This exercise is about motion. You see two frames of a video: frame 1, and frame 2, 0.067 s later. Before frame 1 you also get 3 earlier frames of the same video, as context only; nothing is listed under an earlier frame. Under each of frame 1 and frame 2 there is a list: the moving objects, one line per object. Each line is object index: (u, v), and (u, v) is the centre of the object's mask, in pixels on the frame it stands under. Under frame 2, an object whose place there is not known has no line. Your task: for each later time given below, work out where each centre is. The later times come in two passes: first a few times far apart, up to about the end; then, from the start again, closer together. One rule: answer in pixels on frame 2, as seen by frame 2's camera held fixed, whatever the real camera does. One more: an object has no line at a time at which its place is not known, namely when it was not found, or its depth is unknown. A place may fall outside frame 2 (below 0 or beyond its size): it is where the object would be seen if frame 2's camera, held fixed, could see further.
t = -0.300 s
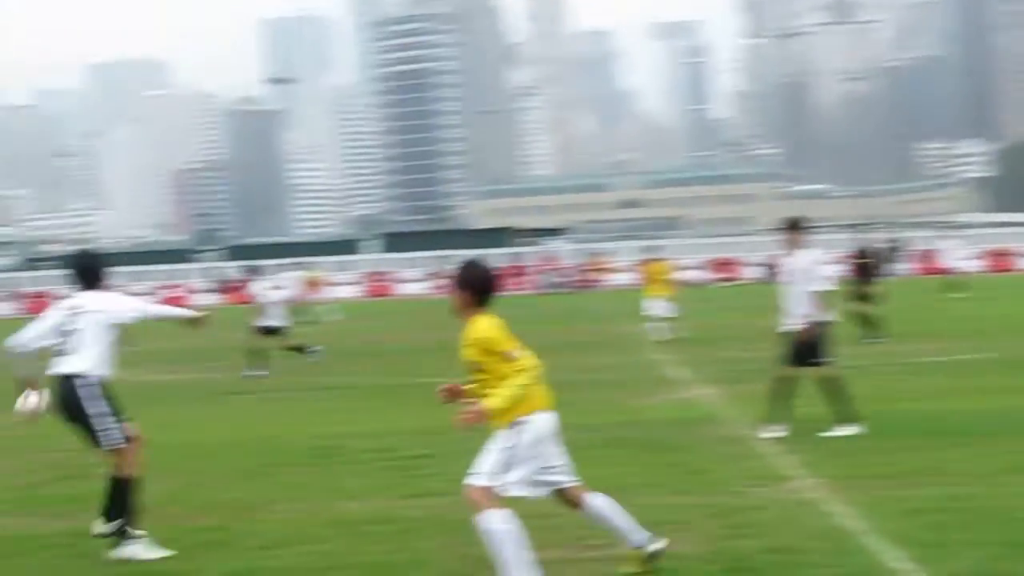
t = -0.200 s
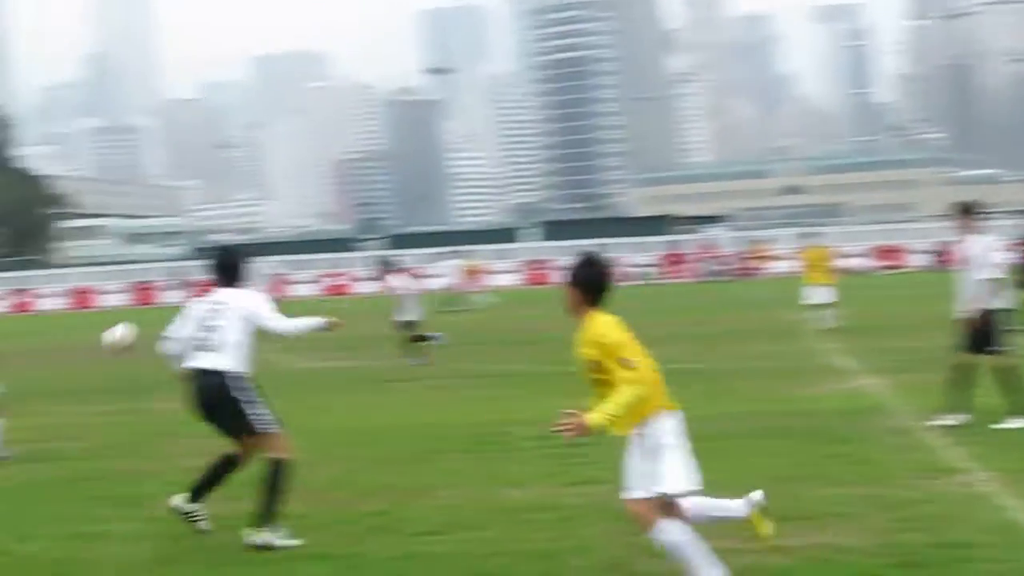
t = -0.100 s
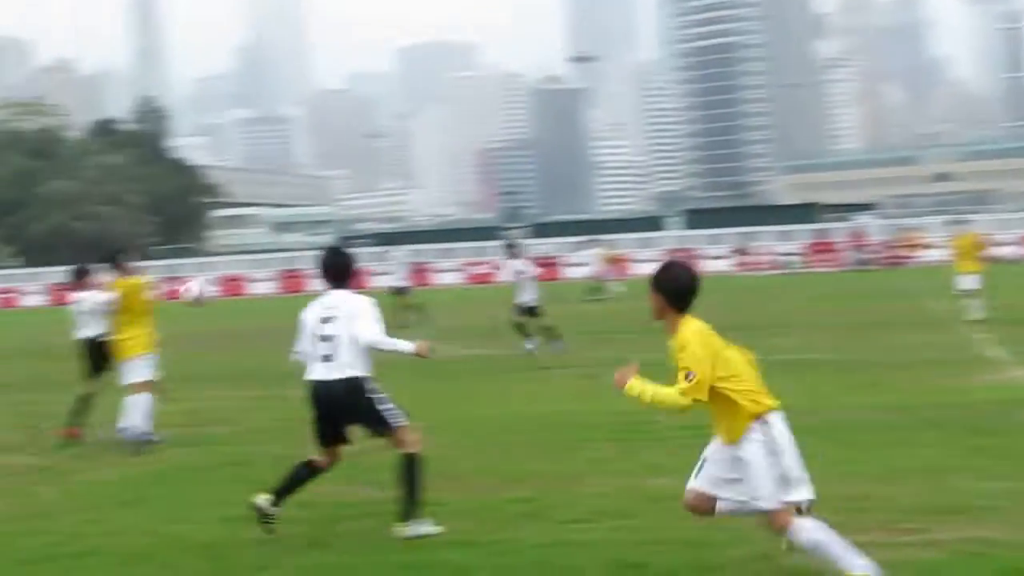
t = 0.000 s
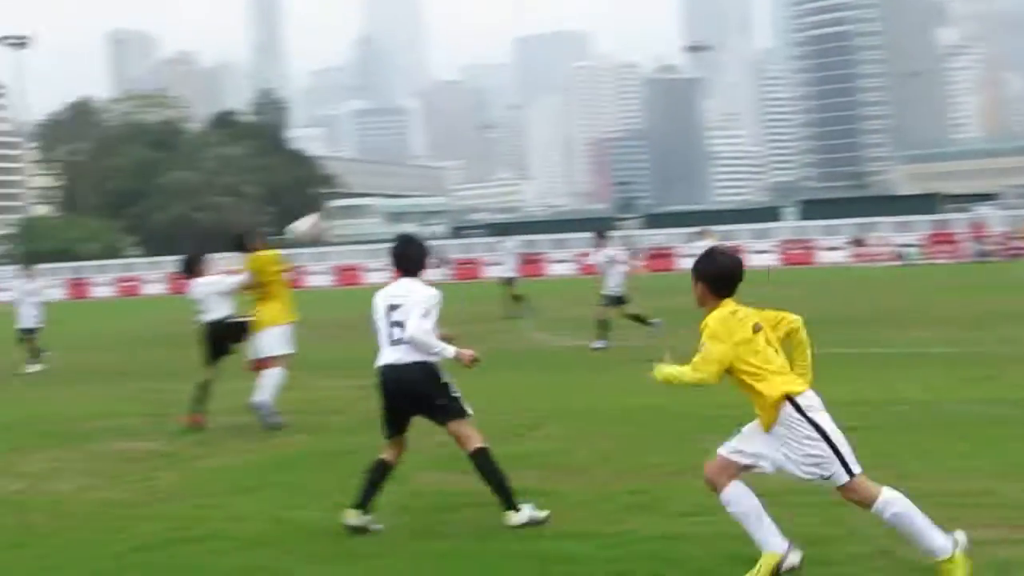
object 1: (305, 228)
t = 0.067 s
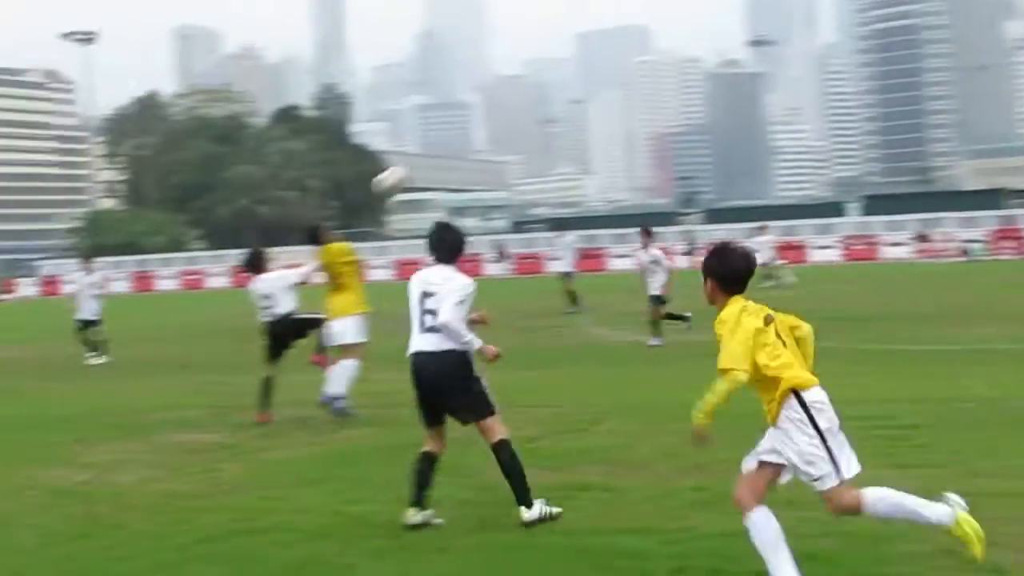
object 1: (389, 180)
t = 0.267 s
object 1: (466, 89)
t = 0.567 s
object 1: (560, 44)
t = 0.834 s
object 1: (636, 83)
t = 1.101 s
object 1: (709, 188)
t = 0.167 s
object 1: (429, 128)
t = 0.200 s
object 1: (441, 113)
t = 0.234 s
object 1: (453, 100)
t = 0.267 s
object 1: (466, 89)
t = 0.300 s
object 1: (477, 81)
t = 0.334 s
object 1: (486, 72)
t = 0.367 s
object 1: (497, 63)
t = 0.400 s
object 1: (508, 57)
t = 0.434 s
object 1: (518, 52)
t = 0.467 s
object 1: (528, 47)
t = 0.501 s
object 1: (539, 44)
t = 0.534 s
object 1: (550, 44)
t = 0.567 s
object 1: (560, 44)
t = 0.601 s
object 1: (570, 44)
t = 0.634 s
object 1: (579, 47)
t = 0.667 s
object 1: (589, 49)
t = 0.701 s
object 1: (599, 53)
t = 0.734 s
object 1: (608, 58)
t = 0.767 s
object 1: (618, 65)
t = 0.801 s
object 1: (627, 73)
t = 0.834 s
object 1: (636, 83)
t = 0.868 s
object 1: (645, 93)
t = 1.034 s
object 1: (690, 156)
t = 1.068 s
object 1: (699, 170)
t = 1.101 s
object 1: (709, 188)
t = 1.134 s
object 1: (718, 207)
